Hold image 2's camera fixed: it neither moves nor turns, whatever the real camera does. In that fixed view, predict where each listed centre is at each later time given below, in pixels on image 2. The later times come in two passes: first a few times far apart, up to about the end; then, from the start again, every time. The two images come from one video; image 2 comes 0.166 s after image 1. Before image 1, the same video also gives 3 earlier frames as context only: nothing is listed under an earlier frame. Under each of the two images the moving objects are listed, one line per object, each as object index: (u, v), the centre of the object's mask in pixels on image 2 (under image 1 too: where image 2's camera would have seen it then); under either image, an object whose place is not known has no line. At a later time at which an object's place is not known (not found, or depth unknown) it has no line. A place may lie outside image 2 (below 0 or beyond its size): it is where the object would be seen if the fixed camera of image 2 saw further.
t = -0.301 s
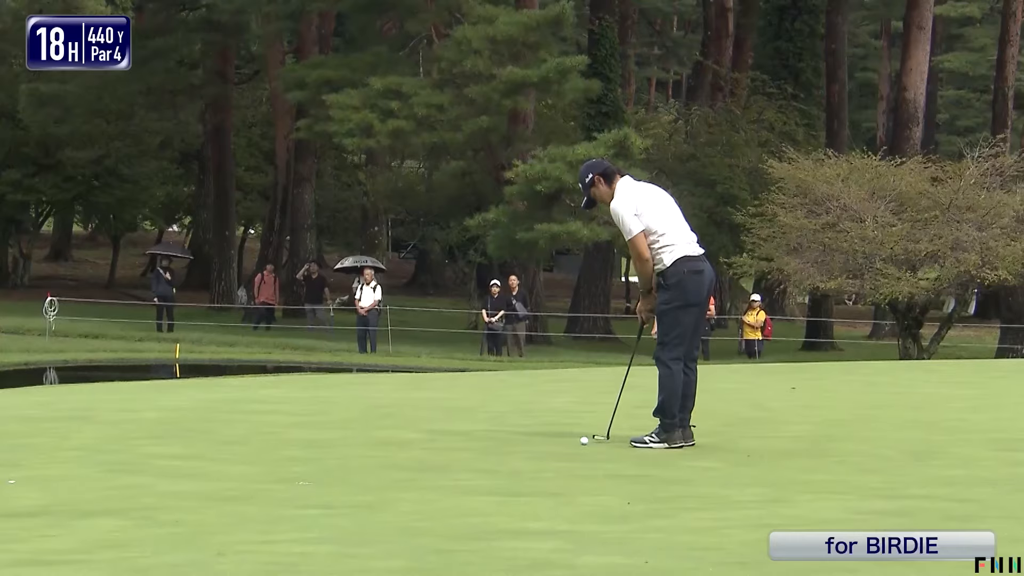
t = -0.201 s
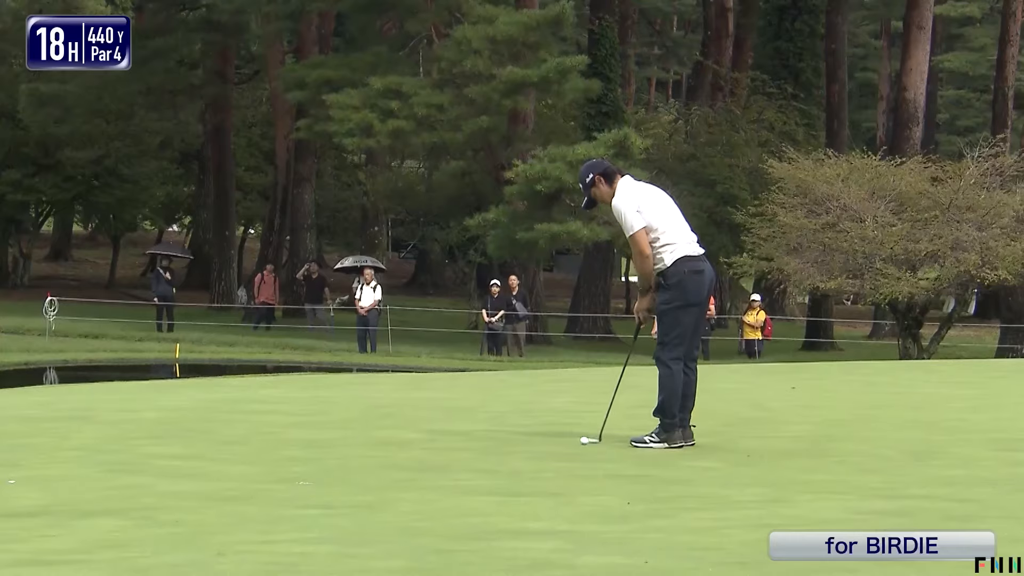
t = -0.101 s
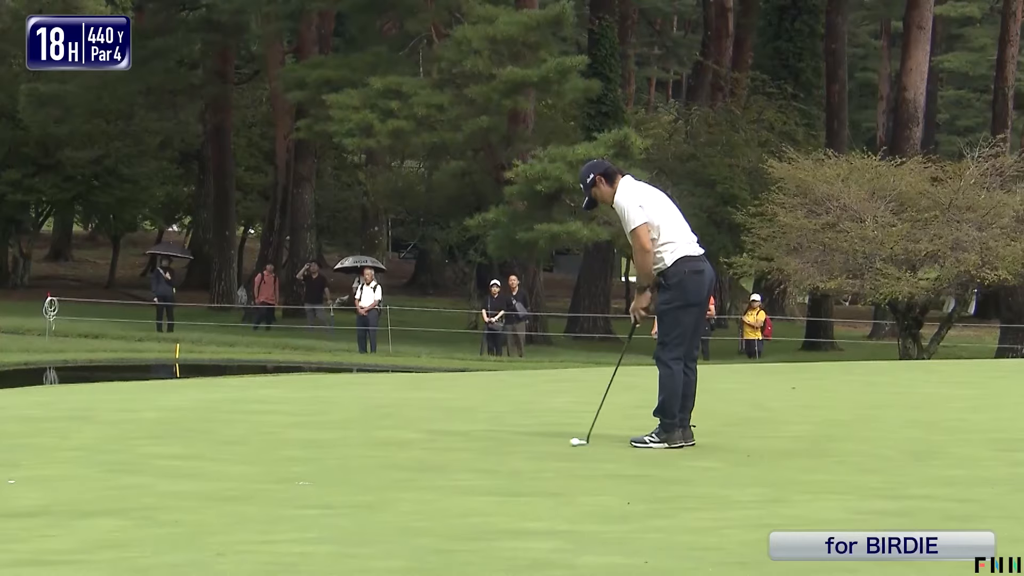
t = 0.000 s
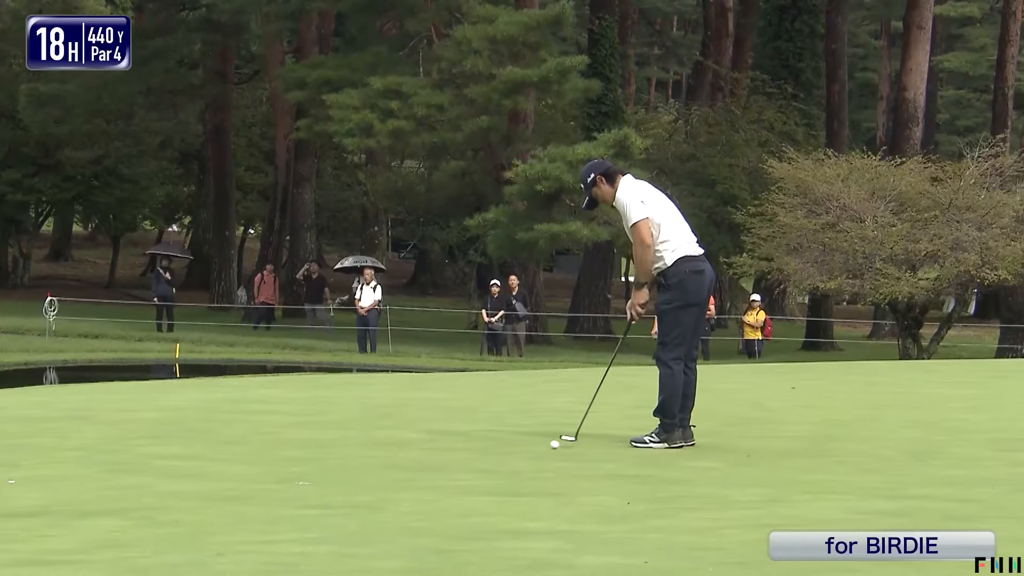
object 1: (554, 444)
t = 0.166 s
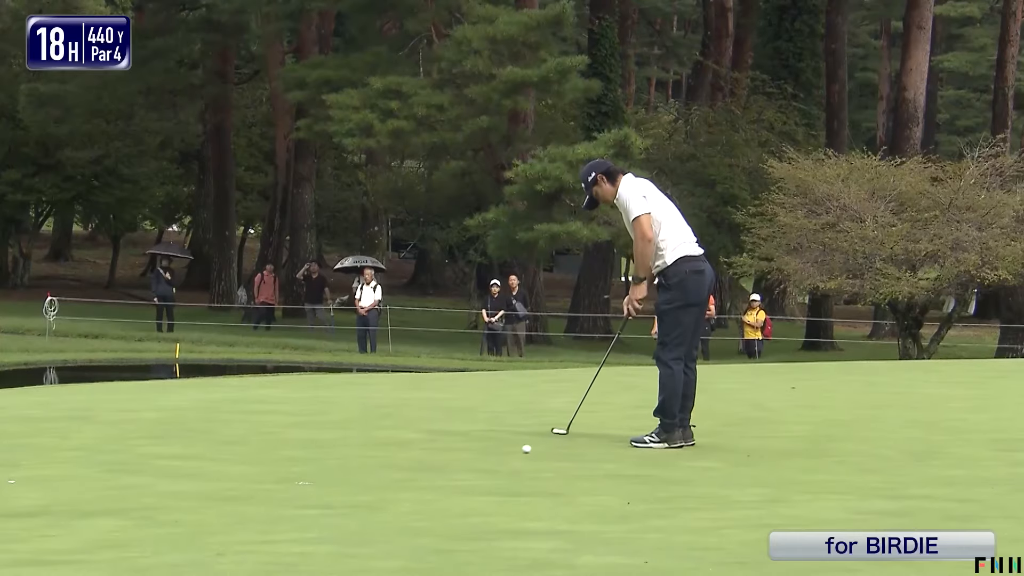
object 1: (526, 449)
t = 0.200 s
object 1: (521, 450)
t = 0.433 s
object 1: (483, 455)
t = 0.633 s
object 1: (453, 459)
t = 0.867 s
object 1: (421, 463)
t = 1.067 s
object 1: (395, 466)
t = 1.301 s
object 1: (367, 470)
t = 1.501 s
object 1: (346, 472)
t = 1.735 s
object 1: (324, 475)
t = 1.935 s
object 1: (307, 481)
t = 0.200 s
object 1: (521, 450)
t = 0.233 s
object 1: (515, 450)
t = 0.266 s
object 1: (510, 451)
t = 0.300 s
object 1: (505, 452)
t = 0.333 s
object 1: (499, 453)
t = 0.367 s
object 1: (494, 453)
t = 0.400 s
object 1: (489, 454)
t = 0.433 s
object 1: (483, 455)
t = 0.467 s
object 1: (478, 456)
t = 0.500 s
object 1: (473, 456)
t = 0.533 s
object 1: (468, 457)
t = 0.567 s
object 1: (463, 458)
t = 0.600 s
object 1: (458, 458)
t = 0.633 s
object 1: (453, 459)
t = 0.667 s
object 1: (448, 460)
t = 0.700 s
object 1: (443, 460)
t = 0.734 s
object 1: (439, 461)
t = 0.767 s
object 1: (434, 461)
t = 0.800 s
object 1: (429, 462)
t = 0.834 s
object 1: (425, 463)
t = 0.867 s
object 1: (421, 463)
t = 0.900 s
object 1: (416, 464)
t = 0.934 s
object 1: (412, 465)
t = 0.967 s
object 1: (408, 465)
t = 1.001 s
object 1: (403, 466)
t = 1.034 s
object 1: (399, 466)
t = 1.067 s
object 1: (395, 466)
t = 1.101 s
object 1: (391, 467)
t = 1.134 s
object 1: (387, 467)
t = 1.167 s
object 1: (383, 468)
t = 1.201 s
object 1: (379, 468)
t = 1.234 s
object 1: (375, 469)
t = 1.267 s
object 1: (371, 469)
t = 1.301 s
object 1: (367, 470)
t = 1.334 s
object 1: (364, 470)
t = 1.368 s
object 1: (360, 471)
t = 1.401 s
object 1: (357, 471)
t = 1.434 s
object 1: (353, 472)
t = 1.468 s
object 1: (349, 472)
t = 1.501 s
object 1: (346, 472)
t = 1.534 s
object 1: (342, 473)
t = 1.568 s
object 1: (339, 474)
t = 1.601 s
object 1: (336, 474)
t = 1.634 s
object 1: (333, 474)
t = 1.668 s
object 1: (330, 474)
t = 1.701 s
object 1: (327, 475)
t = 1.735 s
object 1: (324, 475)
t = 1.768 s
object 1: (321, 475)
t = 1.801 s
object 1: (318, 476)
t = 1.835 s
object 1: (315, 476)
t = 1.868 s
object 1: (312, 477)
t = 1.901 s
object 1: (310, 479)
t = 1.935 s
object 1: (307, 481)
